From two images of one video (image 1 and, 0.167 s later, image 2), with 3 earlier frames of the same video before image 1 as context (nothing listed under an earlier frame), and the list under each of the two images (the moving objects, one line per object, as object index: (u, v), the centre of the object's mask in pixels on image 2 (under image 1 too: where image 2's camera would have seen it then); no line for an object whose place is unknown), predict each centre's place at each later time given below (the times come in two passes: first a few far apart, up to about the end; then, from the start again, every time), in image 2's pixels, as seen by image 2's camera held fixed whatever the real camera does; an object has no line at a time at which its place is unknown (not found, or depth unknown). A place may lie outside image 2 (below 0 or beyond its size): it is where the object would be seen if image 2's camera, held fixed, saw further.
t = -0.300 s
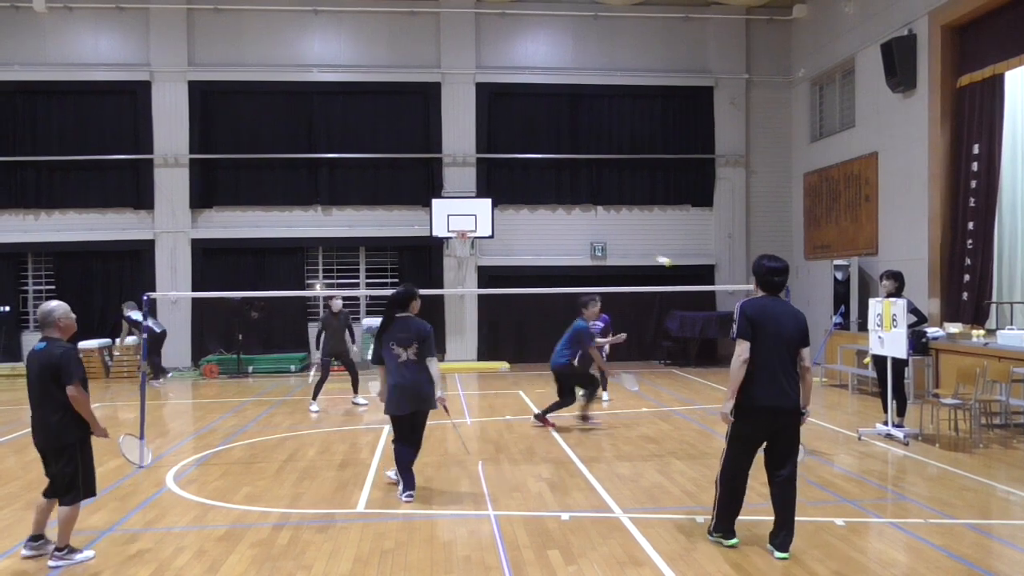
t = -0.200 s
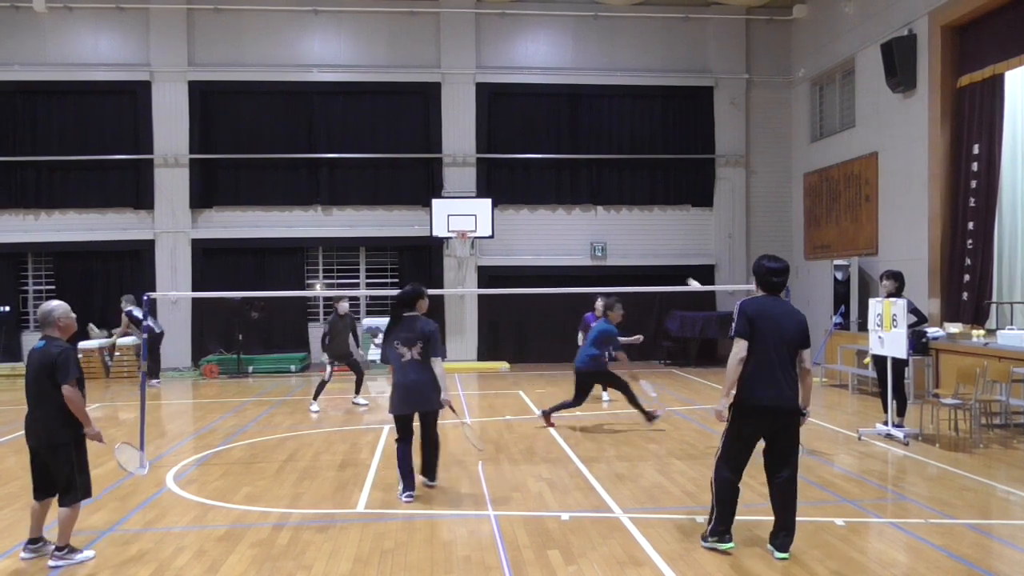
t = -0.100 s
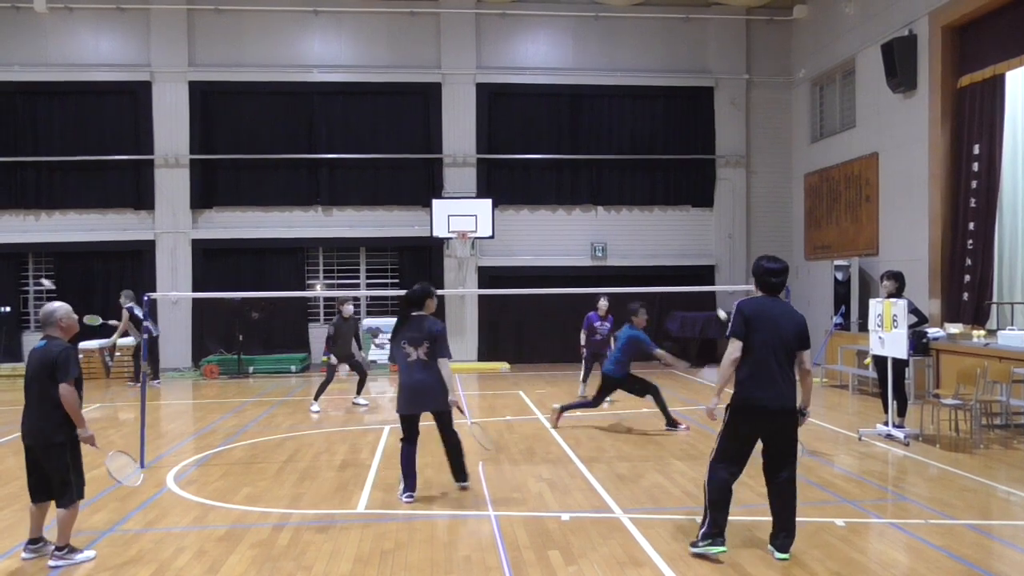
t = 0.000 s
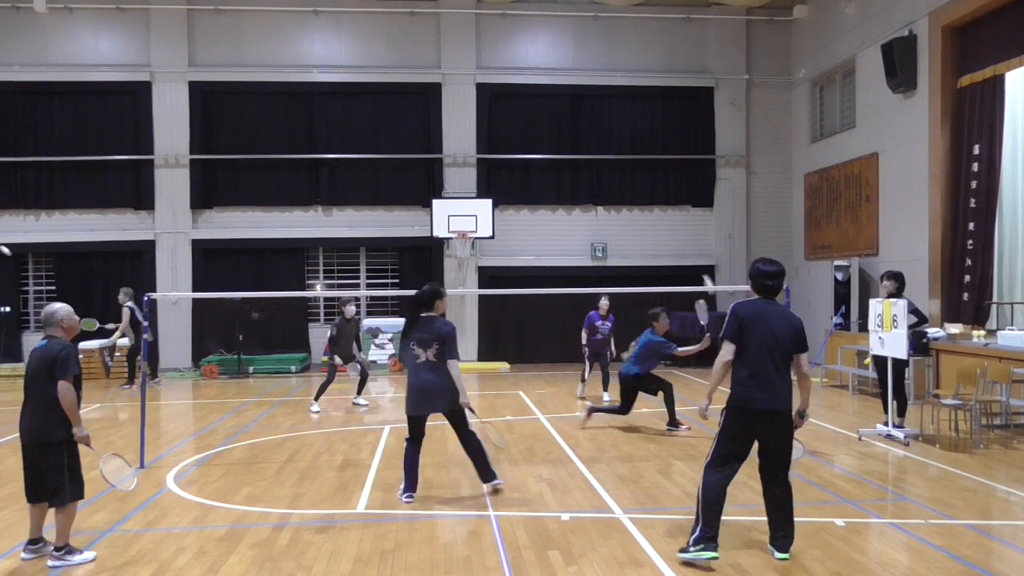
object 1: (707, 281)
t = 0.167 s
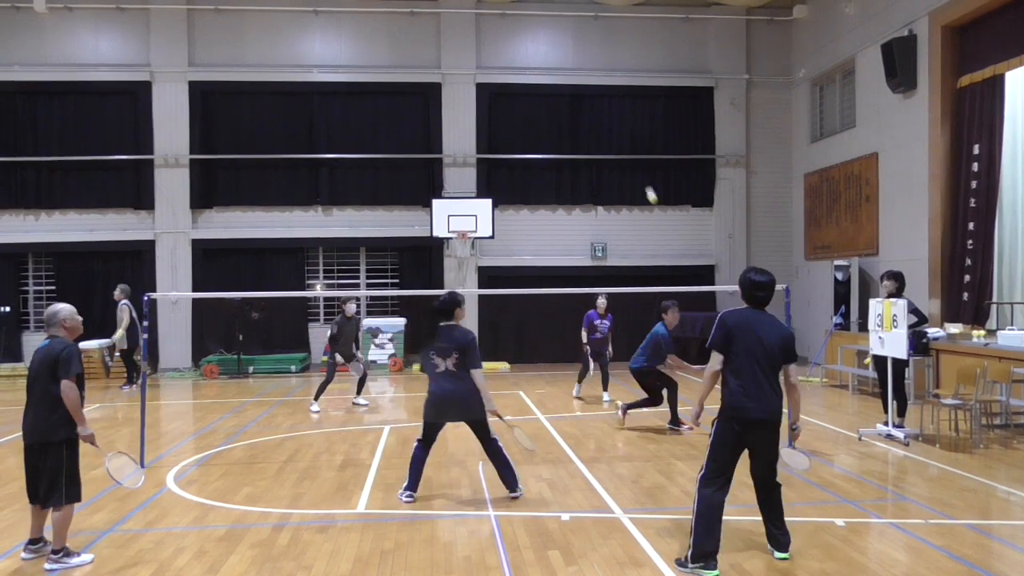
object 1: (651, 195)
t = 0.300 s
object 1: (612, 153)
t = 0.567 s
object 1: (535, 130)
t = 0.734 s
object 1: (494, 161)
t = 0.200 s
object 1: (641, 182)
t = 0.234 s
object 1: (631, 171)
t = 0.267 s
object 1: (621, 161)
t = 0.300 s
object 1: (612, 153)
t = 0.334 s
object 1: (603, 147)
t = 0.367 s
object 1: (594, 141)
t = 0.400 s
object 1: (584, 137)
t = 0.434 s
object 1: (573, 134)
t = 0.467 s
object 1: (563, 131)
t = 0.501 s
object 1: (553, 129)
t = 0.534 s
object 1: (544, 129)
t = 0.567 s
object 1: (535, 130)
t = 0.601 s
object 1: (527, 133)
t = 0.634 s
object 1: (519, 137)
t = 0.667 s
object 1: (511, 143)
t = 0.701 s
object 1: (503, 151)
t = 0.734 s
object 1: (494, 161)
